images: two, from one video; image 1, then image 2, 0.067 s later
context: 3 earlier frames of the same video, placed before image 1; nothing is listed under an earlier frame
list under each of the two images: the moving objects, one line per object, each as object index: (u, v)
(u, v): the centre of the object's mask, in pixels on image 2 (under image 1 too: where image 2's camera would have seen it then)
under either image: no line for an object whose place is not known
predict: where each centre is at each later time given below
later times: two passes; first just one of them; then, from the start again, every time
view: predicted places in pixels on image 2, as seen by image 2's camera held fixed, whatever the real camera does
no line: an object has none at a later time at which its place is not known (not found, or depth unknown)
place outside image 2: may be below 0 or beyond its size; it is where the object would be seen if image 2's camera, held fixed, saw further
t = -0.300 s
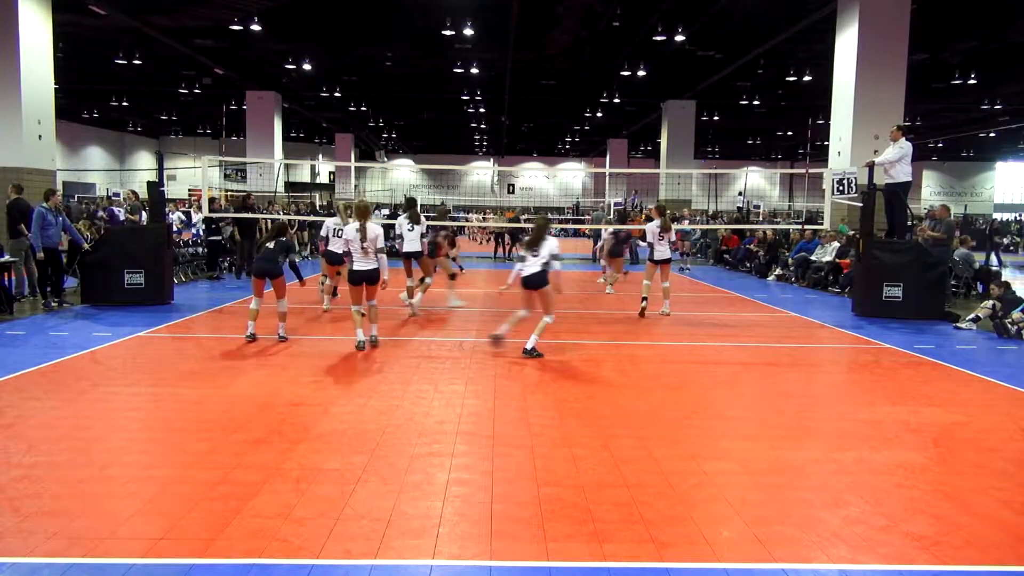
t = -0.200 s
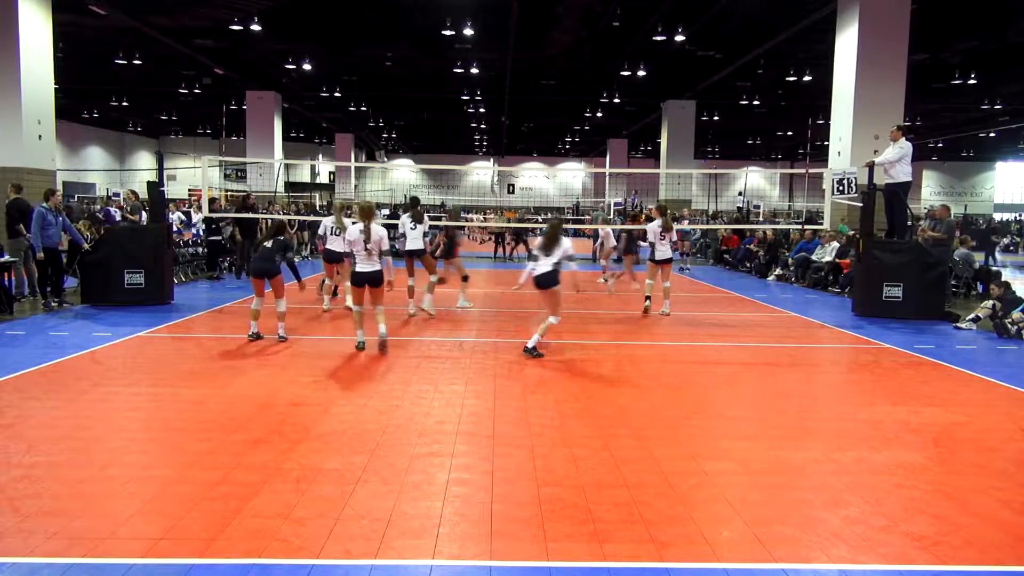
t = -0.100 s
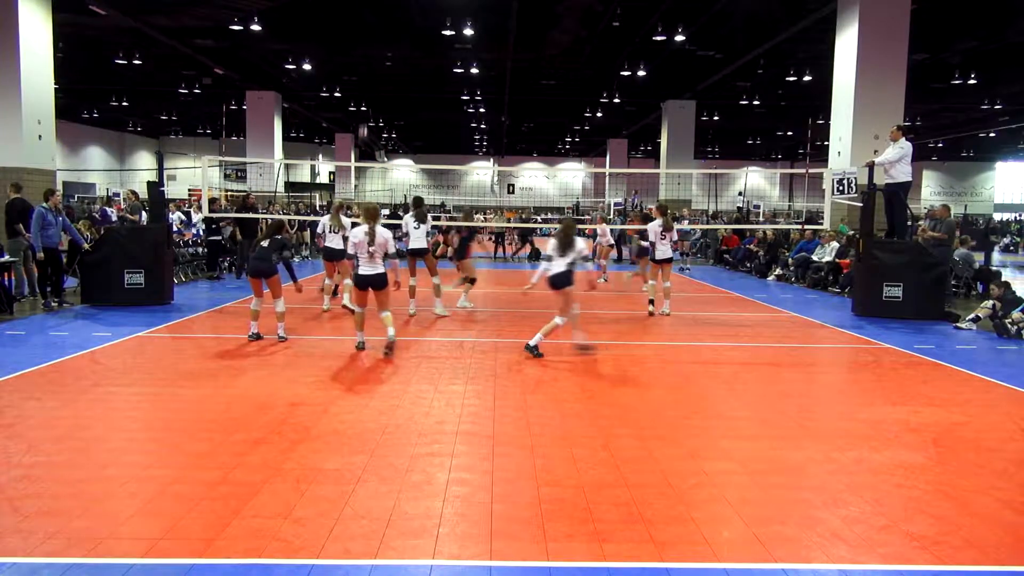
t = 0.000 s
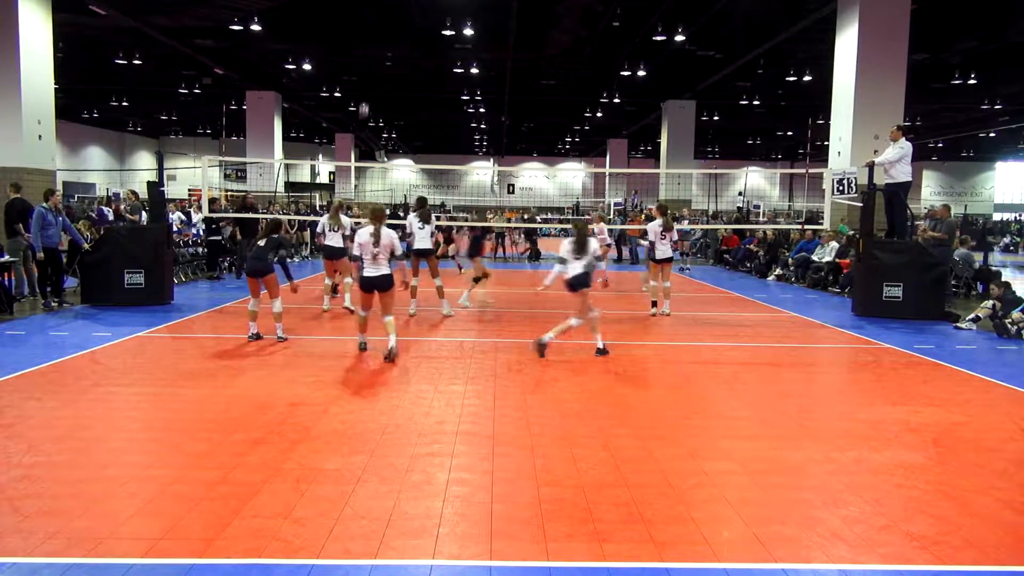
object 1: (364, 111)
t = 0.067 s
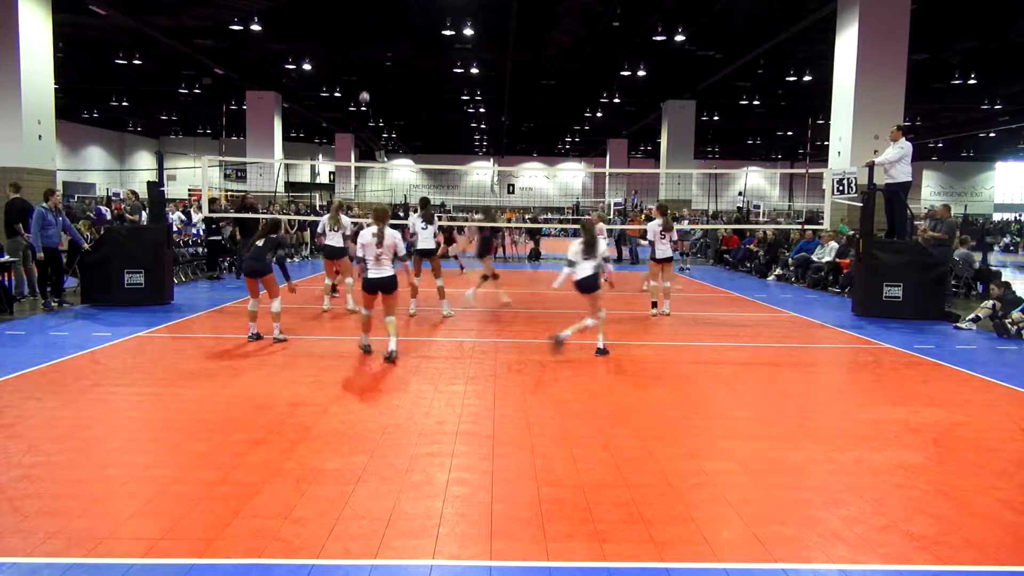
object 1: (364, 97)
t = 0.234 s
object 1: (365, 76)
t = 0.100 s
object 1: (364, 92)
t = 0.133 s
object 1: (365, 87)
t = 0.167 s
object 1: (365, 83)
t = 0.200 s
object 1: (365, 79)
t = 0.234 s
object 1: (365, 76)
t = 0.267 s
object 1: (366, 74)
